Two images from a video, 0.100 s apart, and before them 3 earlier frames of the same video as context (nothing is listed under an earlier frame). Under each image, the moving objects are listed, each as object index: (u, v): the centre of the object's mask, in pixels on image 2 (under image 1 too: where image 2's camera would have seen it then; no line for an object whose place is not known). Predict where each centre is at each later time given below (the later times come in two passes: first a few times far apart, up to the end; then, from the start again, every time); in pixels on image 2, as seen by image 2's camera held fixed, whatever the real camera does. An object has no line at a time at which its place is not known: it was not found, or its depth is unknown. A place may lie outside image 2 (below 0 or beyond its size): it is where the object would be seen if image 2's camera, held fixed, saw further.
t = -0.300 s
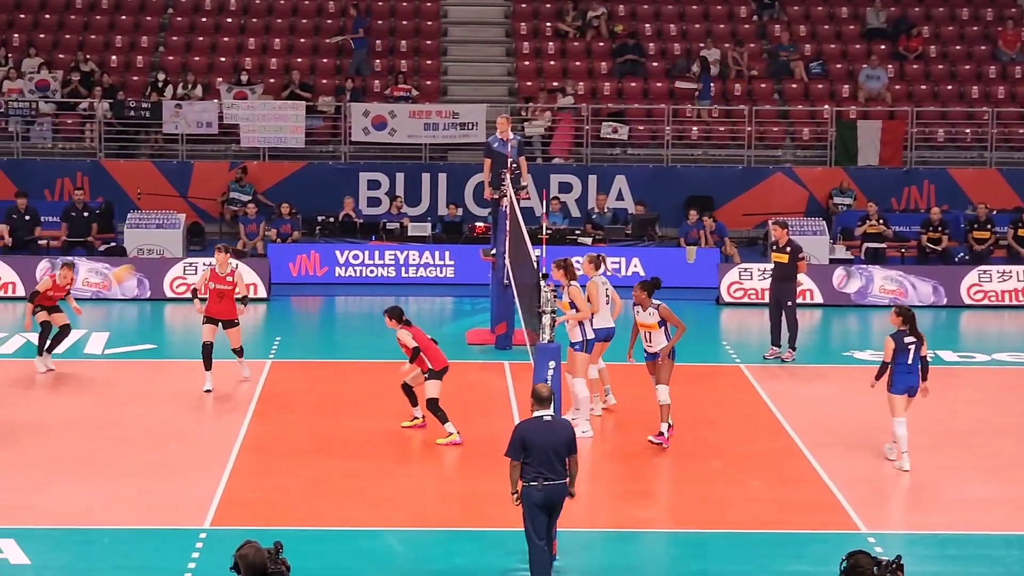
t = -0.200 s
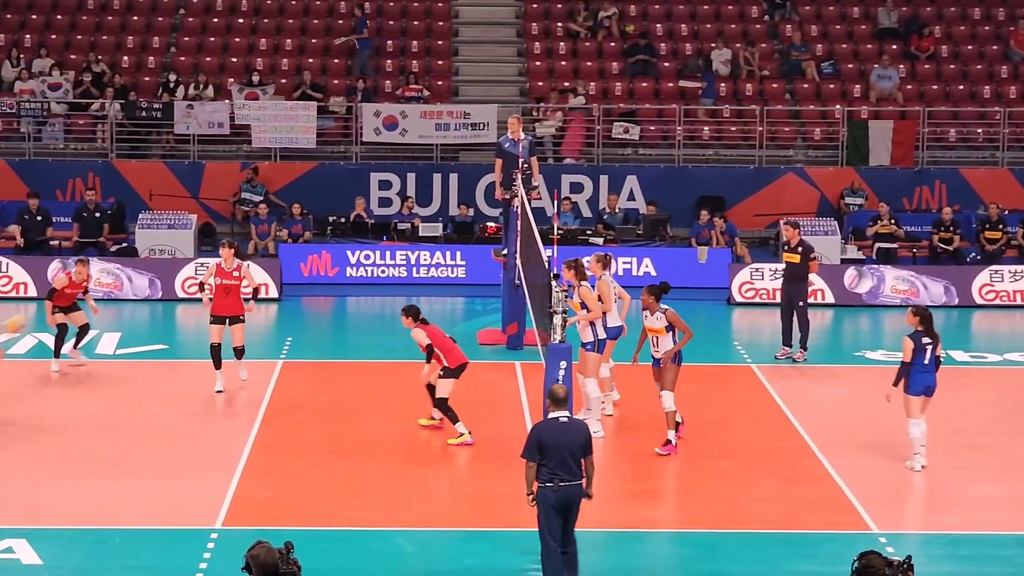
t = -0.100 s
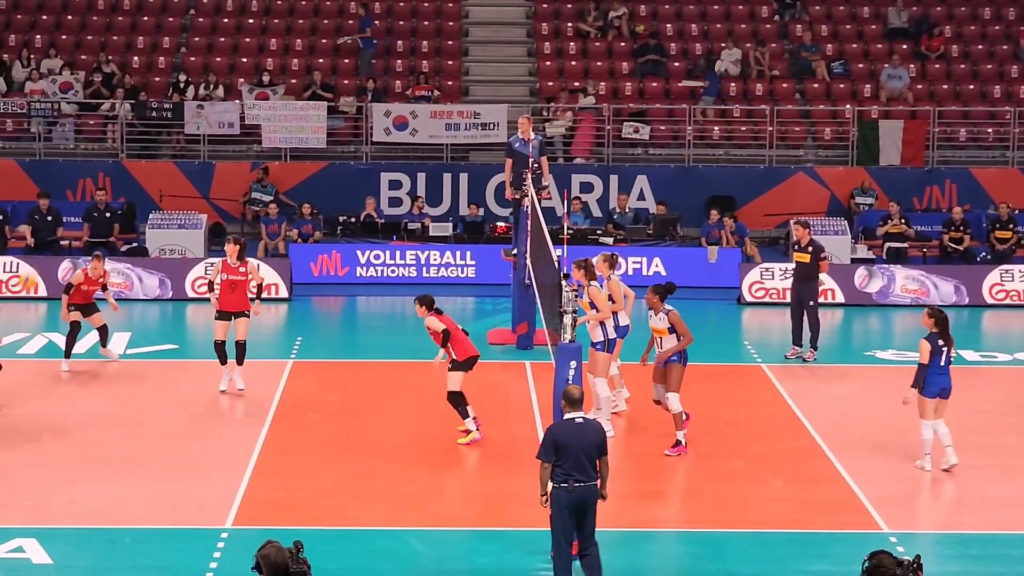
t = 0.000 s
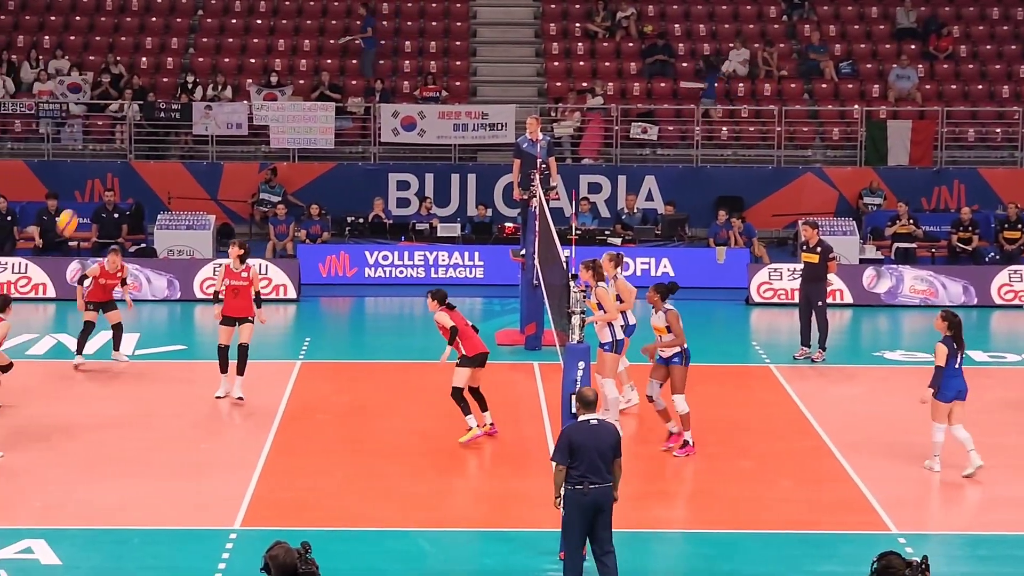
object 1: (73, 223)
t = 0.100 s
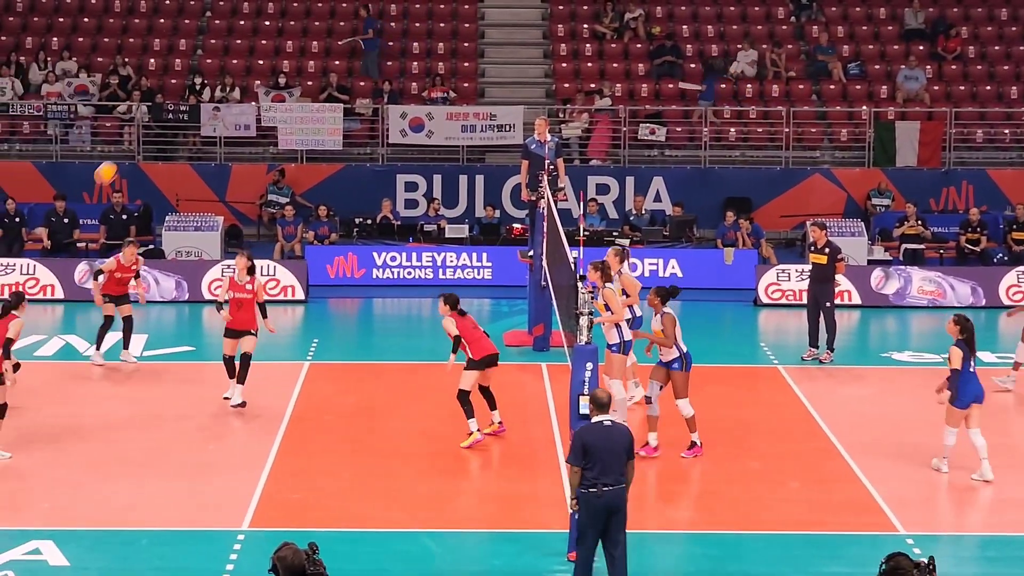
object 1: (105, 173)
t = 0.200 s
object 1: (138, 131)
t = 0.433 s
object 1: (211, 71)
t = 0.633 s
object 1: (272, 57)
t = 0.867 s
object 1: (340, 87)
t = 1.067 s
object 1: (396, 153)
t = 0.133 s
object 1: (116, 158)
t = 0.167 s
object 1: (127, 144)
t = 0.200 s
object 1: (138, 131)
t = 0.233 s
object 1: (148, 119)
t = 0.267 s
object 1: (158, 109)
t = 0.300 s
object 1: (169, 99)
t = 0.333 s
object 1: (179, 91)
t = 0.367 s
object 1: (190, 83)
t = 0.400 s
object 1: (201, 76)
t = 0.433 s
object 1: (211, 71)
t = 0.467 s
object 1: (221, 65)
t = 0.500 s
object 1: (232, 62)
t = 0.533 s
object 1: (242, 59)
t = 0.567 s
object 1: (251, 58)
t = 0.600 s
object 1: (262, 57)
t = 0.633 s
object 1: (272, 57)
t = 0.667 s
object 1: (281, 58)
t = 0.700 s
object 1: (291, 60)
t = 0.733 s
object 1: (300, 63)
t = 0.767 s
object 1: (310, 68)
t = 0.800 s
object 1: (320, 73)
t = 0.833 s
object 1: (330, 80)
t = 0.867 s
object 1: (340, 87)
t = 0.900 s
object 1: (350, 95)
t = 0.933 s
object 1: (359, 105)
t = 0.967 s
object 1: (368, 116)
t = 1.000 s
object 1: (377, 127)
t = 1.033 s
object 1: (386, 140)
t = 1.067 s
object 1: (396, 153)
